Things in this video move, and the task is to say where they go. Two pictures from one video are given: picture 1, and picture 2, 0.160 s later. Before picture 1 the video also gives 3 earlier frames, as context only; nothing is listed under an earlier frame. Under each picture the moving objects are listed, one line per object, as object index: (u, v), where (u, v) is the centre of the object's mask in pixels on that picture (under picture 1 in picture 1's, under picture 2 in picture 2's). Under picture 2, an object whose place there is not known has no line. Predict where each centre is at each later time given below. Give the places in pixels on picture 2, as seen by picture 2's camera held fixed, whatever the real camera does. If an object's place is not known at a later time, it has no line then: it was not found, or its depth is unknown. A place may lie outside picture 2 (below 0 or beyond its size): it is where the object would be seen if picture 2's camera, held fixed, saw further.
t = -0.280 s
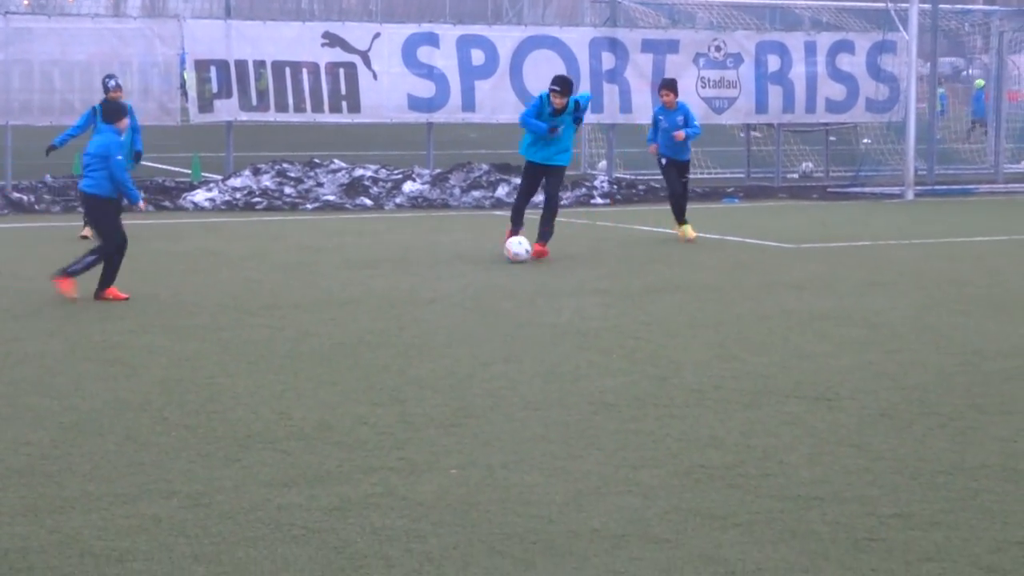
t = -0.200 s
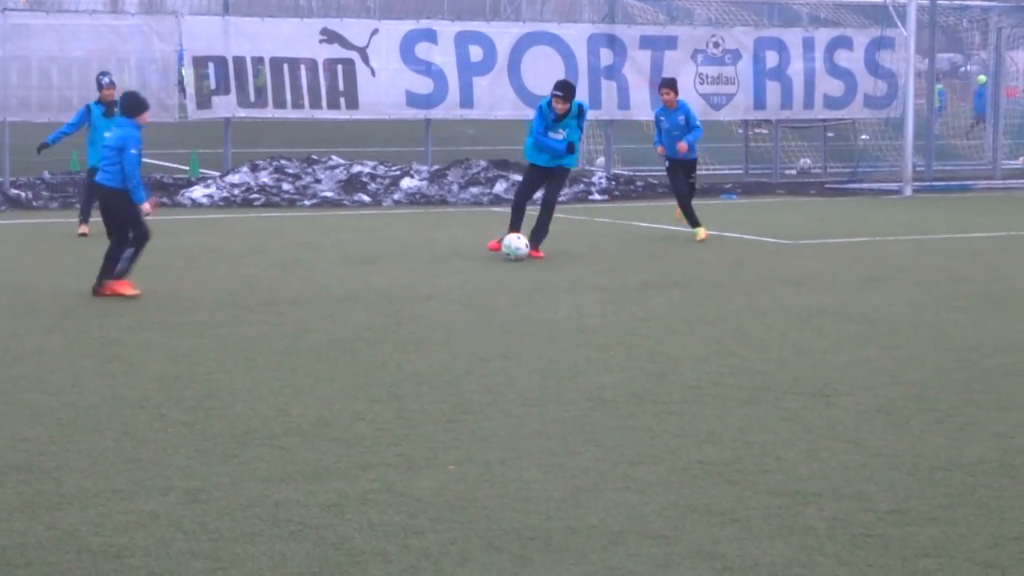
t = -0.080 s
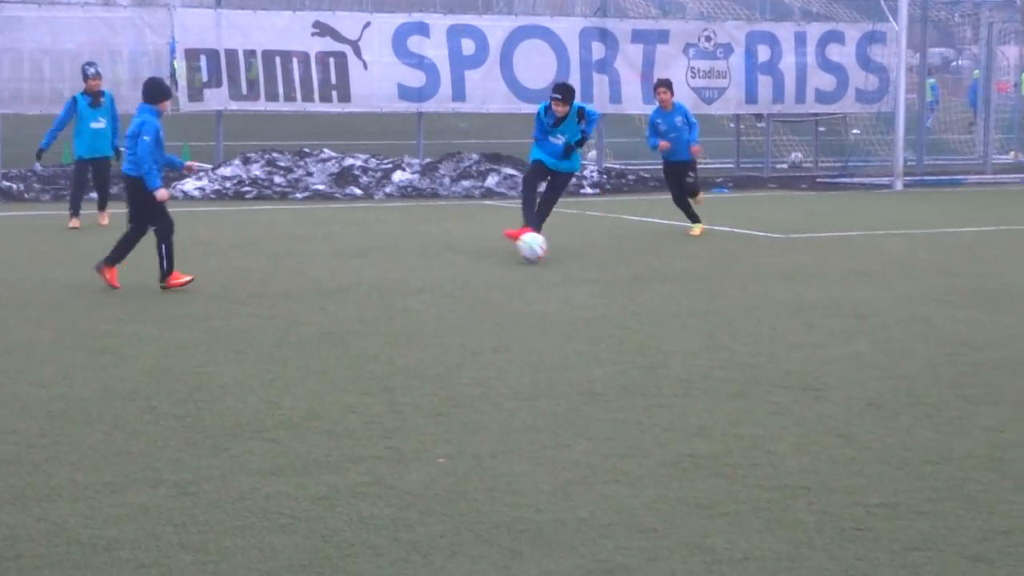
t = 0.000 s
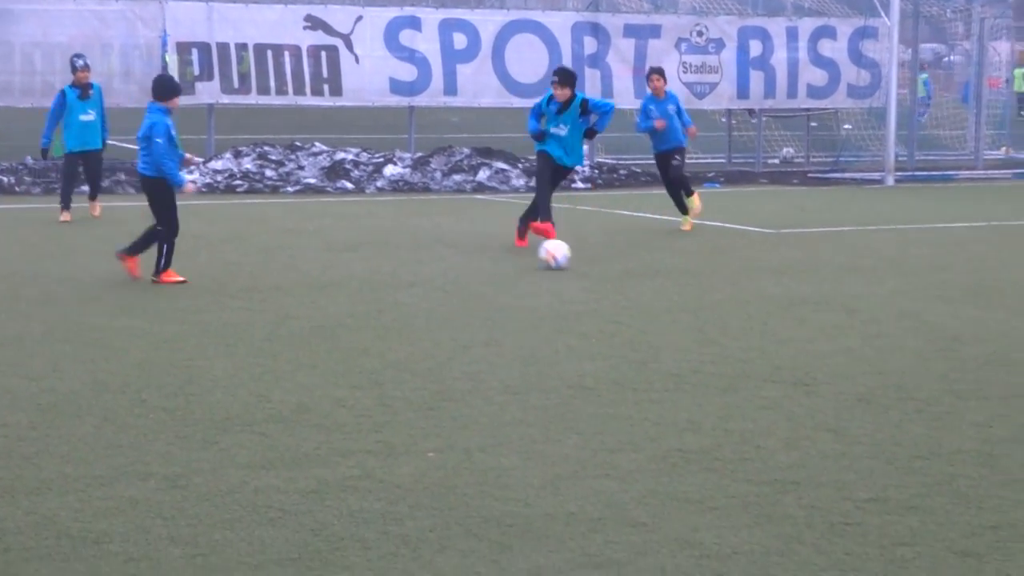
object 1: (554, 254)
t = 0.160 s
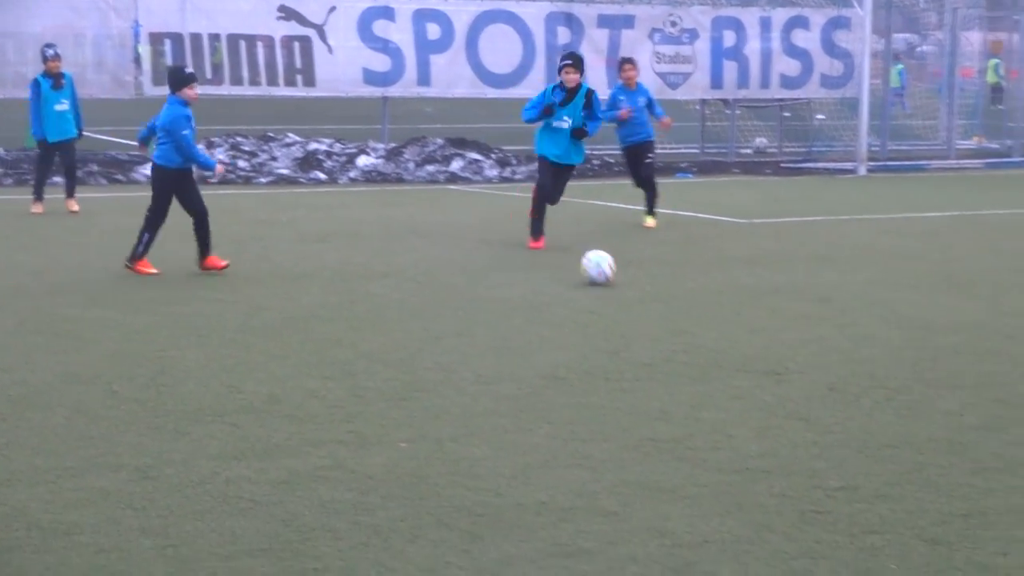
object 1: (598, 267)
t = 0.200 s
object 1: (615, 272)
